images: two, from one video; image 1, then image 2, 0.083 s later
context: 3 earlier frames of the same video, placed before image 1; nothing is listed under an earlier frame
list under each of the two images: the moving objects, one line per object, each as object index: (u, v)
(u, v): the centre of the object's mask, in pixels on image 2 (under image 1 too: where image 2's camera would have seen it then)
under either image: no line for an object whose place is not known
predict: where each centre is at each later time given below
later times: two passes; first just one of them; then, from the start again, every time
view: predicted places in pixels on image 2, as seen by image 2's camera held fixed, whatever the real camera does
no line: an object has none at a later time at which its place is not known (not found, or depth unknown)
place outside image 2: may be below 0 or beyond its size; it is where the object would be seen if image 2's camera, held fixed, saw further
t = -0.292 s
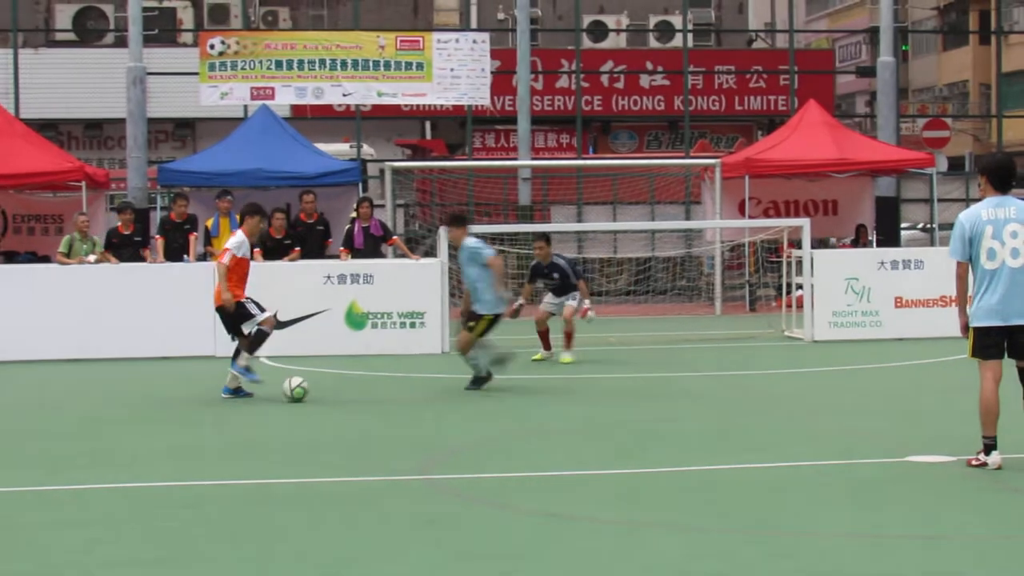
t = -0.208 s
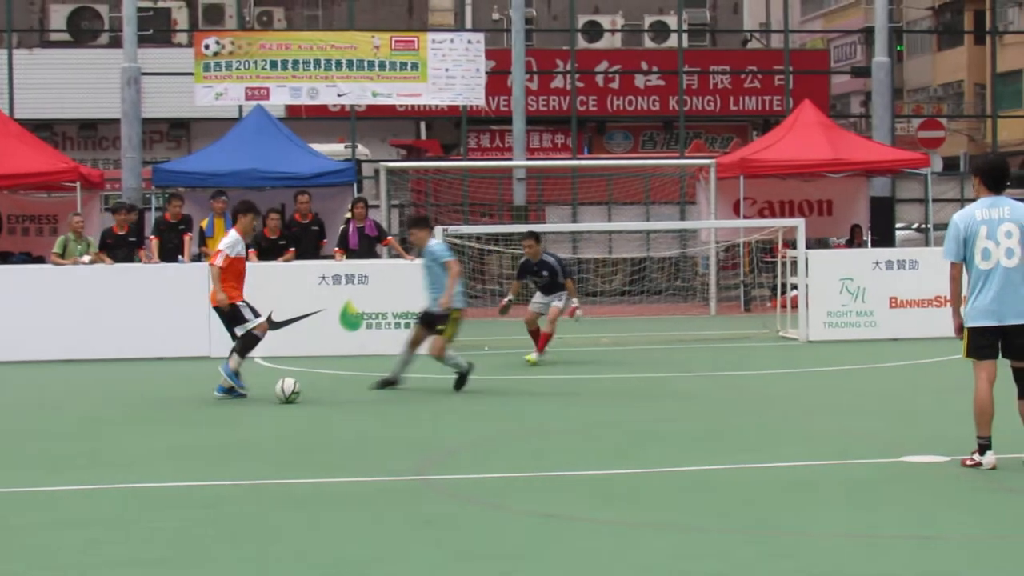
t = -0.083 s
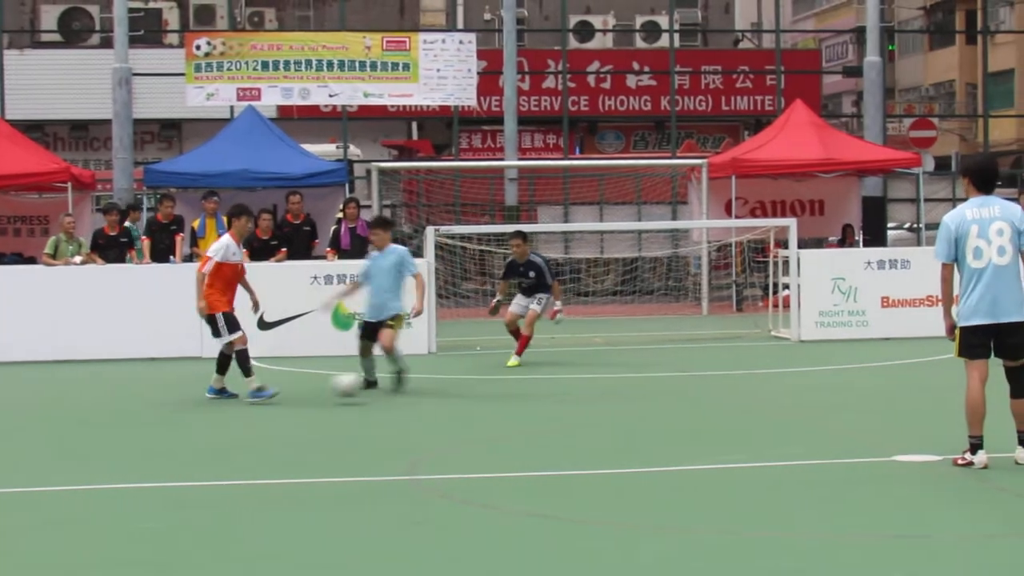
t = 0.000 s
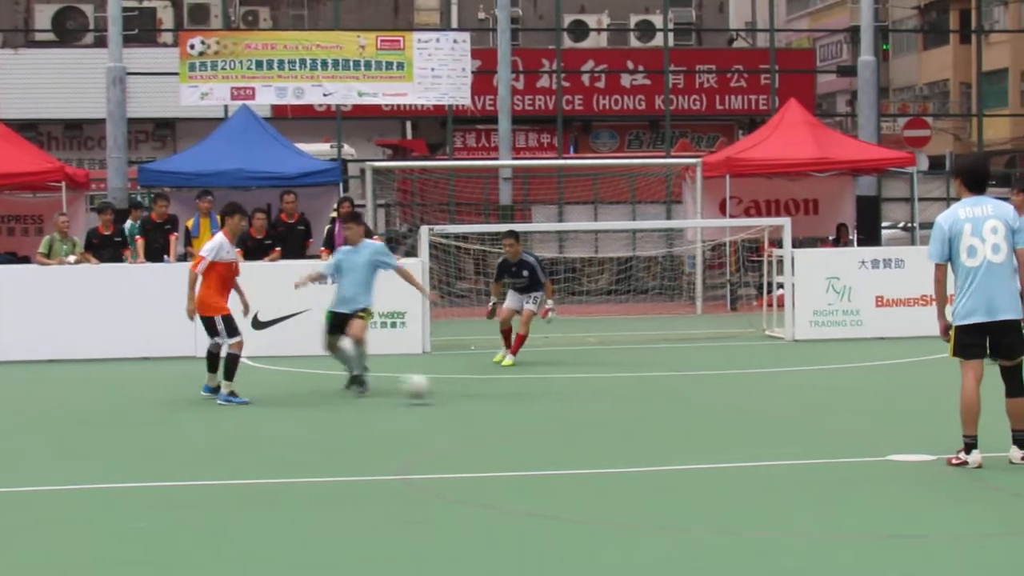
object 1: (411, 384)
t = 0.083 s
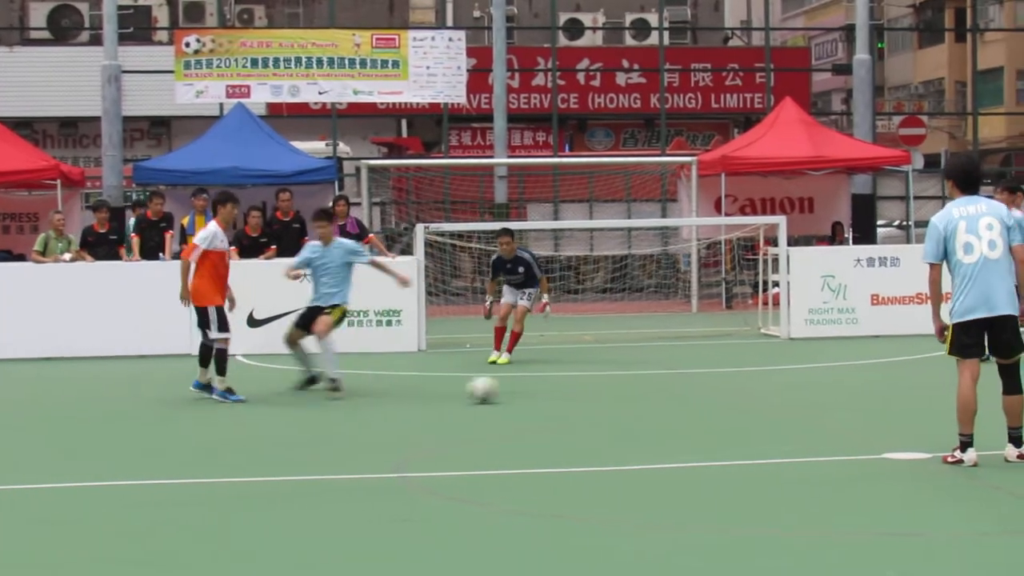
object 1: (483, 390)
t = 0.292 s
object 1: (619, 391)
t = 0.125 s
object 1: (510, 390)
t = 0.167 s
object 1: (540, 389)
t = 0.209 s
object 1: (570, 391)
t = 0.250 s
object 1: (596, 392)
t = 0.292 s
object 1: (619, 391)
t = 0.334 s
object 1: (642, 392)
